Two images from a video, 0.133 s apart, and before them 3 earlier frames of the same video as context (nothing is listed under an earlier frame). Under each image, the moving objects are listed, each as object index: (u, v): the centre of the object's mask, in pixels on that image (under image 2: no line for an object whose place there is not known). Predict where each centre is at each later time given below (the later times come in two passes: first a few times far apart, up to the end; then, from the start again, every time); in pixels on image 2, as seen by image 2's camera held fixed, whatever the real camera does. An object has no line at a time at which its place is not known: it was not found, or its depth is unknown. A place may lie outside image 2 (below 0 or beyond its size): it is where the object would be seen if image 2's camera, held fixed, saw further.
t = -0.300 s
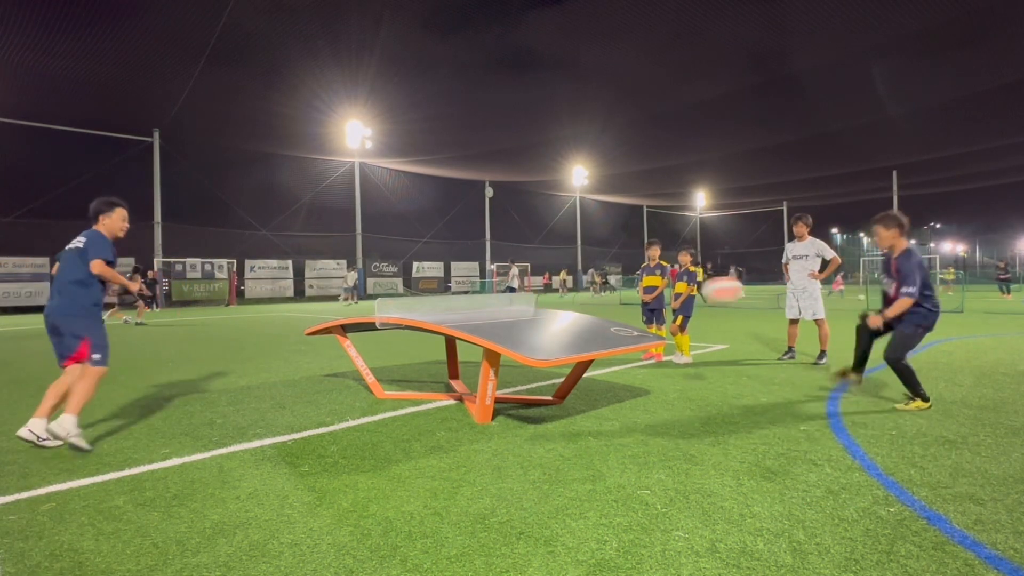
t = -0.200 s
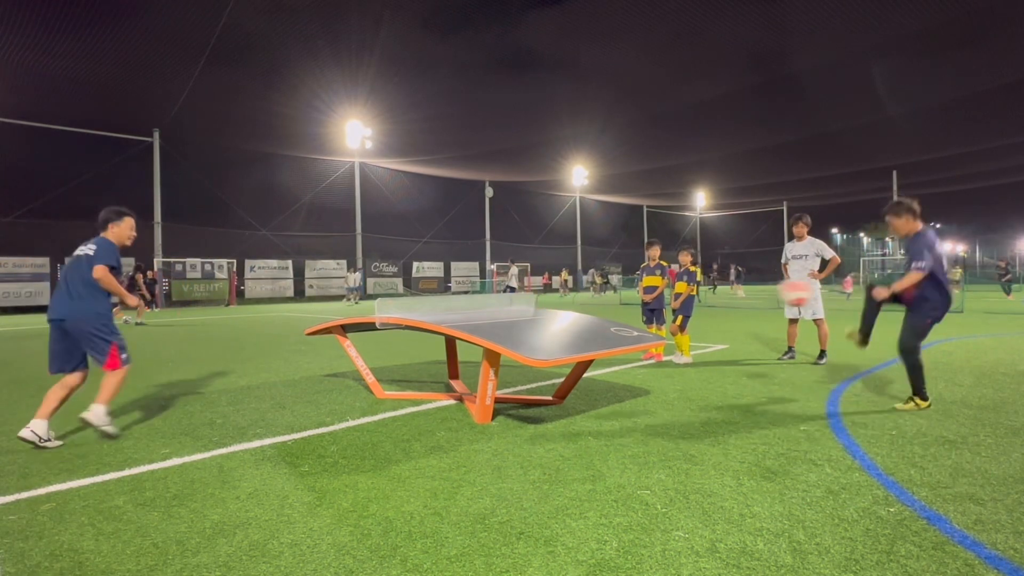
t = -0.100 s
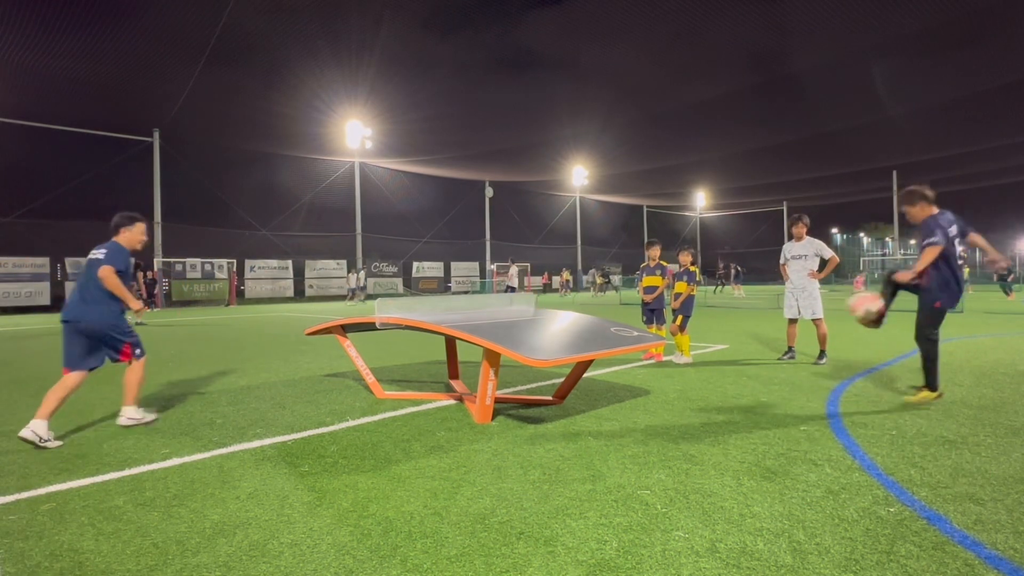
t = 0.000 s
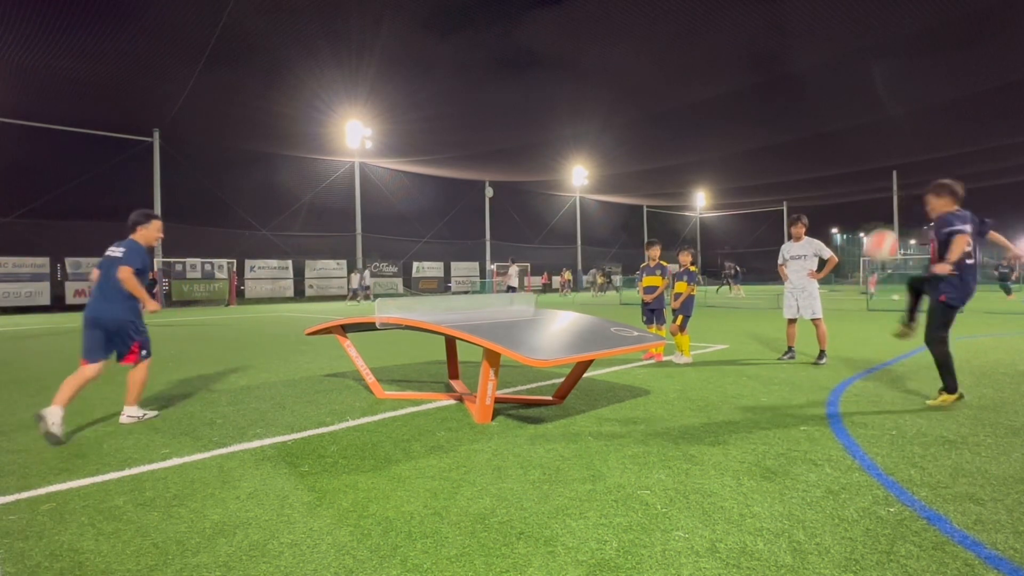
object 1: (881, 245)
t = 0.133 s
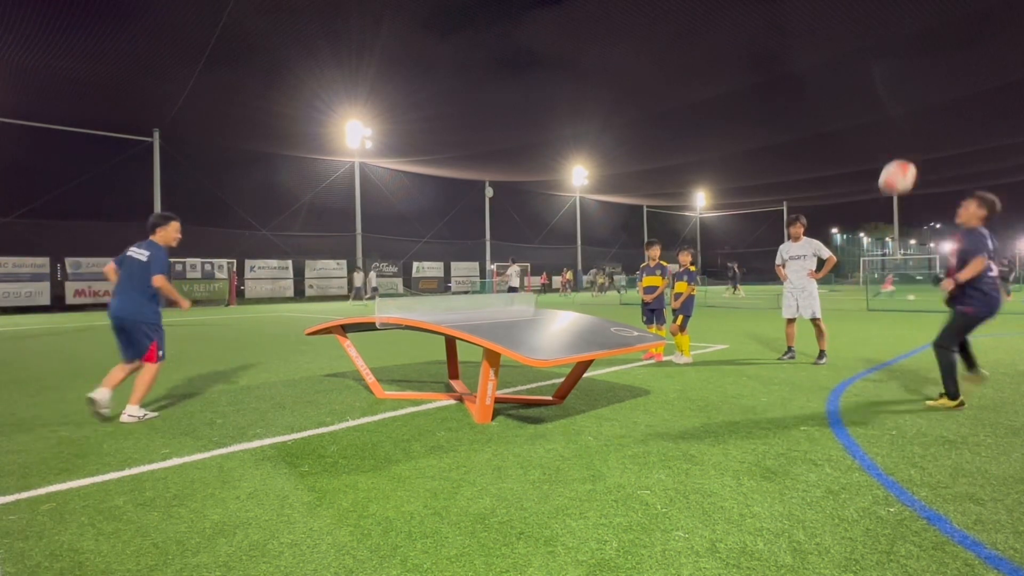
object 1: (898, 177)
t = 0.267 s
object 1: (916, 127)
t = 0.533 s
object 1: (959, 91)
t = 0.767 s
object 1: (1001, 143)
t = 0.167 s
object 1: (902, 163)
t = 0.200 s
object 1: (907, 150)
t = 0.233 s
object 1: (911, 138)
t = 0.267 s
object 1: (916, 127)
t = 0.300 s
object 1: (921, 118)
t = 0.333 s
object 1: (926, 109)
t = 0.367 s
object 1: (931, 103)
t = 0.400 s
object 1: (937, 98)
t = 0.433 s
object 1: (942, 94)
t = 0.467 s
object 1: (947, 92)
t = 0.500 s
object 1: (953, 90)
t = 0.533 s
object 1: (959, 91)
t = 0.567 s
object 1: (965, 93)
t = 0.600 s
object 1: (970, 97)
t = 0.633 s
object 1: (977, 102)
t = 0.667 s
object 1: (983, 109)
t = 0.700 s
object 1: (989, 119)
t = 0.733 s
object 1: (996, 130)
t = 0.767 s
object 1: (1001, 143)
